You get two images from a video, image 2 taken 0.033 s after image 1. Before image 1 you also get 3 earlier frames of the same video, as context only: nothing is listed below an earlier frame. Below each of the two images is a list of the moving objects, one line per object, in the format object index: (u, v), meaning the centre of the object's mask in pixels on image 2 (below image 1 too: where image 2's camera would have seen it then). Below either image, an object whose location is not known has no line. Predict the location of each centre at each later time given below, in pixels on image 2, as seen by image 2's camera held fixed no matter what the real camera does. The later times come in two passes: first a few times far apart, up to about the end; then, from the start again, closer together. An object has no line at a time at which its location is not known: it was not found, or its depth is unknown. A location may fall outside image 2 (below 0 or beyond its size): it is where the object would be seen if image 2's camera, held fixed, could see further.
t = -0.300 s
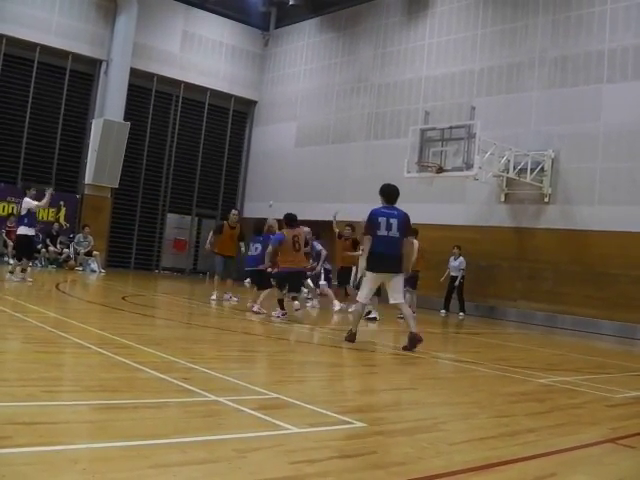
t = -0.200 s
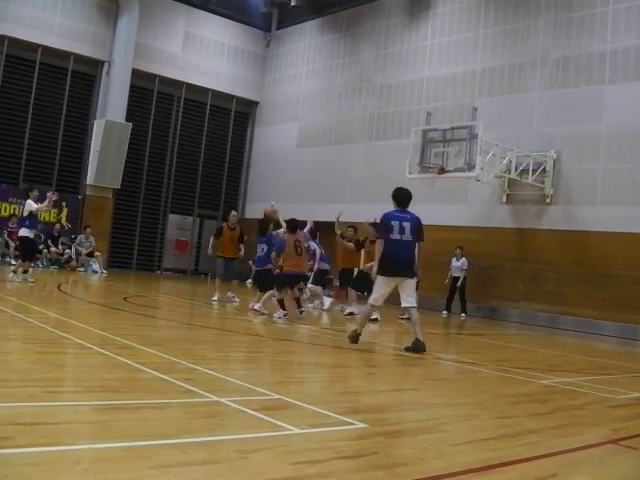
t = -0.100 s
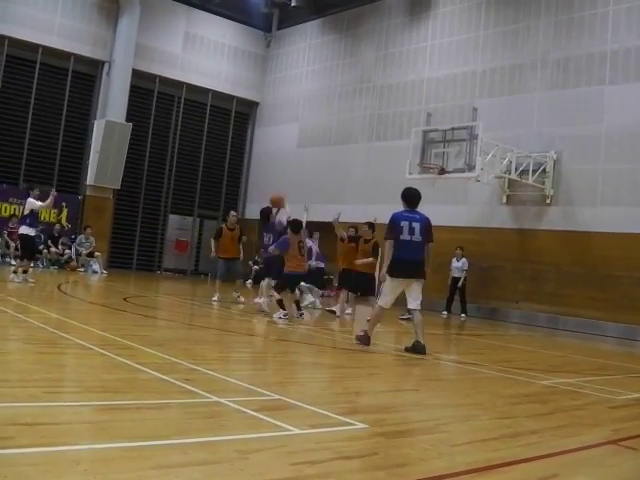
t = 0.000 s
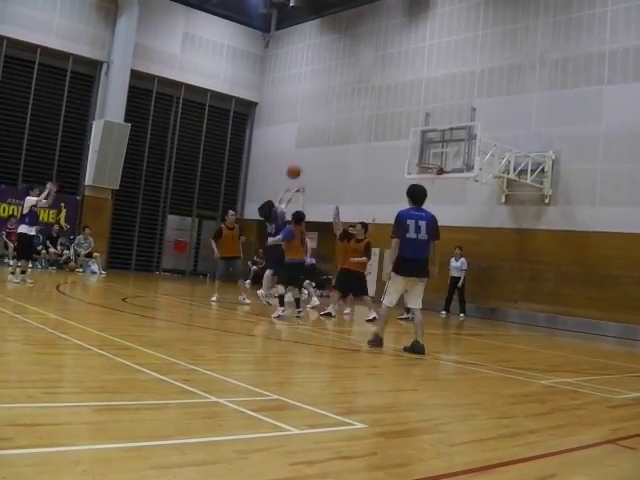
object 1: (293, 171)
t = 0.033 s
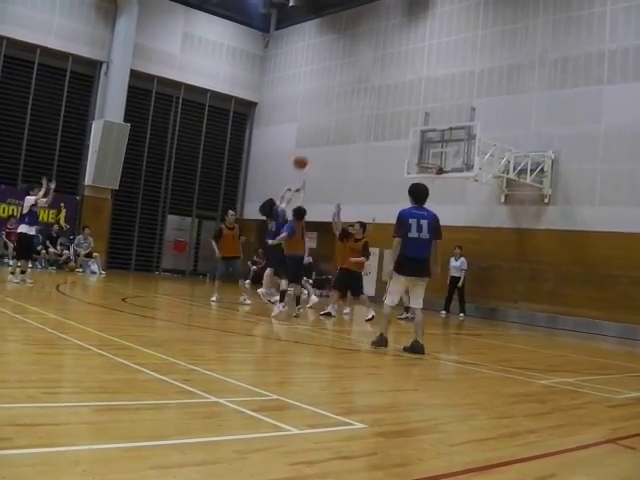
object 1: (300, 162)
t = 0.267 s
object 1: (345, 116)
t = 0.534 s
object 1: (386, 102)
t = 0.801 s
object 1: (420, 126)
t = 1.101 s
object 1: (425, 157)
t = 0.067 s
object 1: (307, 153)
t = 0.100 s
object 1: (314, 145)
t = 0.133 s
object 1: (320, 137)
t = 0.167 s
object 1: (327, 131)
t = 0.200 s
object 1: (333, 125)
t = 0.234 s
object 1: (339, 120)
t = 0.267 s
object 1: (345, 116)
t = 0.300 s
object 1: (351, 111)
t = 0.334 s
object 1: (356, 108)
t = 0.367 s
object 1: (362, 106)
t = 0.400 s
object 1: (367, 104)
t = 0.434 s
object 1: (372, 103)
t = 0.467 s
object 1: (377, 102)
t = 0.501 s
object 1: (382, 102)
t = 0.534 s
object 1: (386, 102)
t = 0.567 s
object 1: (391, 103)
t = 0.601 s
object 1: (396, 105)
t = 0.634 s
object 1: (400, 107)
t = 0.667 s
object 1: (404, 110)
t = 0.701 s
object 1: (408, 113)
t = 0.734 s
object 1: (412, 117)
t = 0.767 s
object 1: (416, 121)
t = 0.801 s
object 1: (420, 126)
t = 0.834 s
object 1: (424, 131)
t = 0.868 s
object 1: (427, 135)
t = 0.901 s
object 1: (430, 143)
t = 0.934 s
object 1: (434, 148)
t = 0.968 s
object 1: (438, 155)
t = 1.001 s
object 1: (437, 161)
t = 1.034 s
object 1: (433, 160)
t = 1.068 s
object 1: (429, 158)
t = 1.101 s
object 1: (425, 157)
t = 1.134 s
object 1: (420, 155)
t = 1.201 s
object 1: (412, 155)
